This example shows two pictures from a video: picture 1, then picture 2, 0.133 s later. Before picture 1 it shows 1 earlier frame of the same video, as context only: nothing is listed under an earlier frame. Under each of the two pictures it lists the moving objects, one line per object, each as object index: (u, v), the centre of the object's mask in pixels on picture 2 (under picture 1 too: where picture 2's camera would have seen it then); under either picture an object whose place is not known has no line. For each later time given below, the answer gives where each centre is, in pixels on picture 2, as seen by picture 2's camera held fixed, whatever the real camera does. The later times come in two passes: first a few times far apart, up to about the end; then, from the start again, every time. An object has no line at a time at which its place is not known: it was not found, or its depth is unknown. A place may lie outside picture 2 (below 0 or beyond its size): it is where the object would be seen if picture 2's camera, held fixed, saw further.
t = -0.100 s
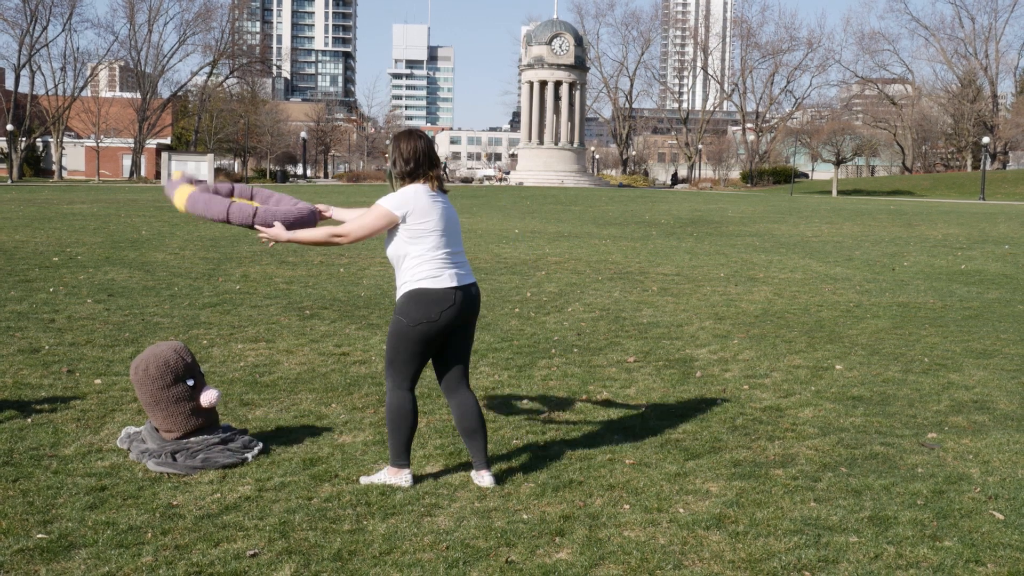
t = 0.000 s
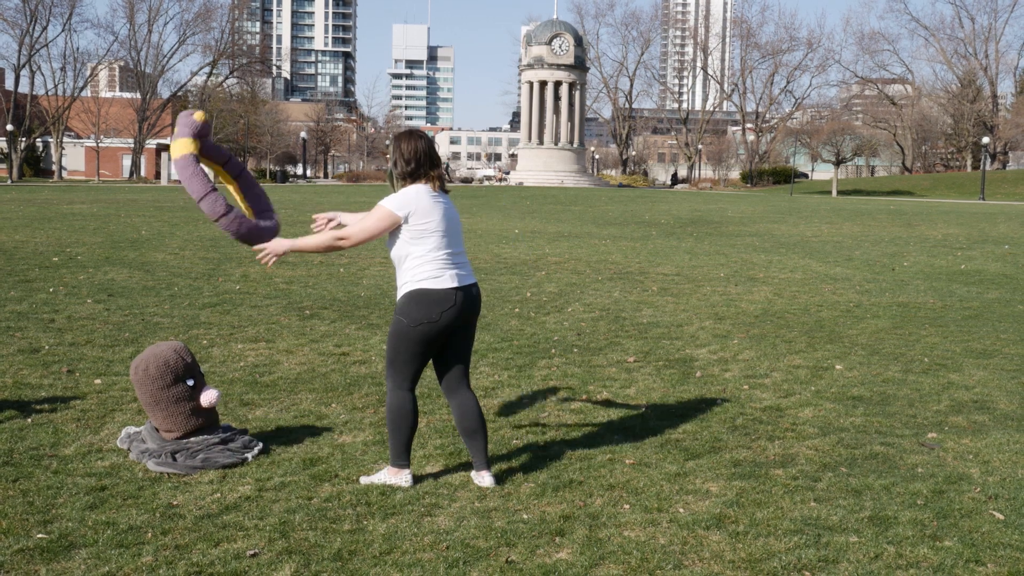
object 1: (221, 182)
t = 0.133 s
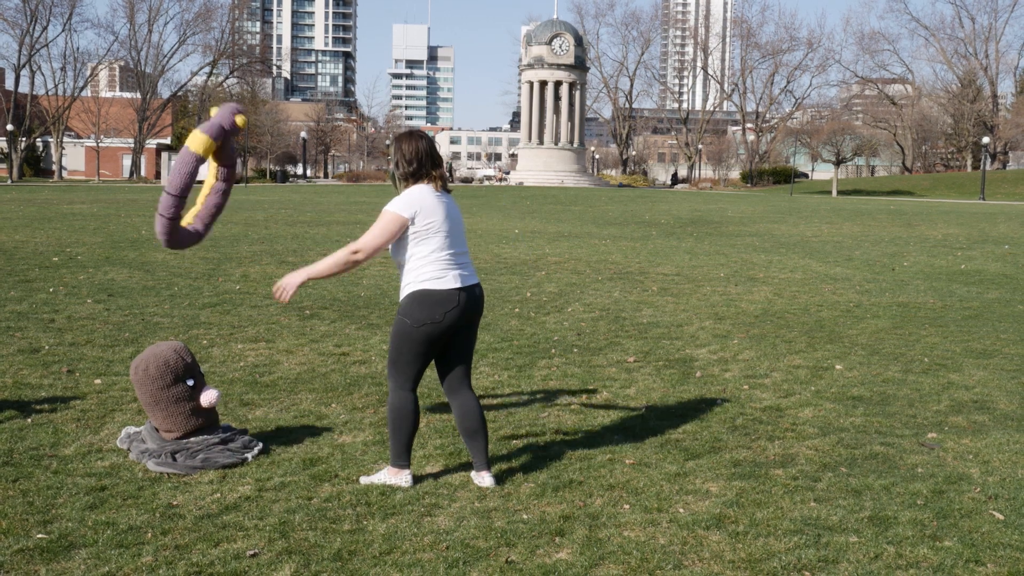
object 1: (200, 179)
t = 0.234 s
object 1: (189, 200)
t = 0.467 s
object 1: (158, 320)
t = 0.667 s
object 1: (148, 384)
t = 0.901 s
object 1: (118, 388)
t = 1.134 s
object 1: (96, 421)
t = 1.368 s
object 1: (106, 484)
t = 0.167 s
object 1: (196, 184)
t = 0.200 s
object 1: (192, 191)
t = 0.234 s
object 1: (189, 200)
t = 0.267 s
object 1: (185, 212)
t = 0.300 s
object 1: (181, 226)
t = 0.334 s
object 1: (175, 243)
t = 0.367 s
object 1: (169, 261)
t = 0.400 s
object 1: (163, 280)
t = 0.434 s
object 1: (159, 299)
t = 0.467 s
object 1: (158, 320)
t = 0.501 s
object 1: (158, 340)
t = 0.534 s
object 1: (156, 354)
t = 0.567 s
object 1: (156, 367)
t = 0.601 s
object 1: (155, 378)
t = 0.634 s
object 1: (152, 382)
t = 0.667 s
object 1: (148, 384)
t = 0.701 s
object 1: (143, 386)
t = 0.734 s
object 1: (136, 388)
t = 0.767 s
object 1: (130, 390)
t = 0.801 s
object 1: (127, 390)
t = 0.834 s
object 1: (122, 389)
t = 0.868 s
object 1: (120, 388)
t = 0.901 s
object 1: (118, 388)
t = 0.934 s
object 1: (116, 388)
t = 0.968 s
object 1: (114, 388)
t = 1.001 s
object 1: (111, 390)
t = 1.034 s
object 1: (109, 393)
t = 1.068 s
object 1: (106, 399)
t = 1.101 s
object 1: (104, 407)
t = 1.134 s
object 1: (96, 421)
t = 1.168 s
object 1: (100, 431)
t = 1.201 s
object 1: (100, 444)
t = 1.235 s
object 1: (100, 454)
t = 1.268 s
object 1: (100, 467)
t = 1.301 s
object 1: (100, 477)
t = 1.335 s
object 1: (103, 483)
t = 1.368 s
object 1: (106, 484)
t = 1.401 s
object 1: (109, 483)
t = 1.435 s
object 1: (114, 483)
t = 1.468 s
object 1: (117, 483)
